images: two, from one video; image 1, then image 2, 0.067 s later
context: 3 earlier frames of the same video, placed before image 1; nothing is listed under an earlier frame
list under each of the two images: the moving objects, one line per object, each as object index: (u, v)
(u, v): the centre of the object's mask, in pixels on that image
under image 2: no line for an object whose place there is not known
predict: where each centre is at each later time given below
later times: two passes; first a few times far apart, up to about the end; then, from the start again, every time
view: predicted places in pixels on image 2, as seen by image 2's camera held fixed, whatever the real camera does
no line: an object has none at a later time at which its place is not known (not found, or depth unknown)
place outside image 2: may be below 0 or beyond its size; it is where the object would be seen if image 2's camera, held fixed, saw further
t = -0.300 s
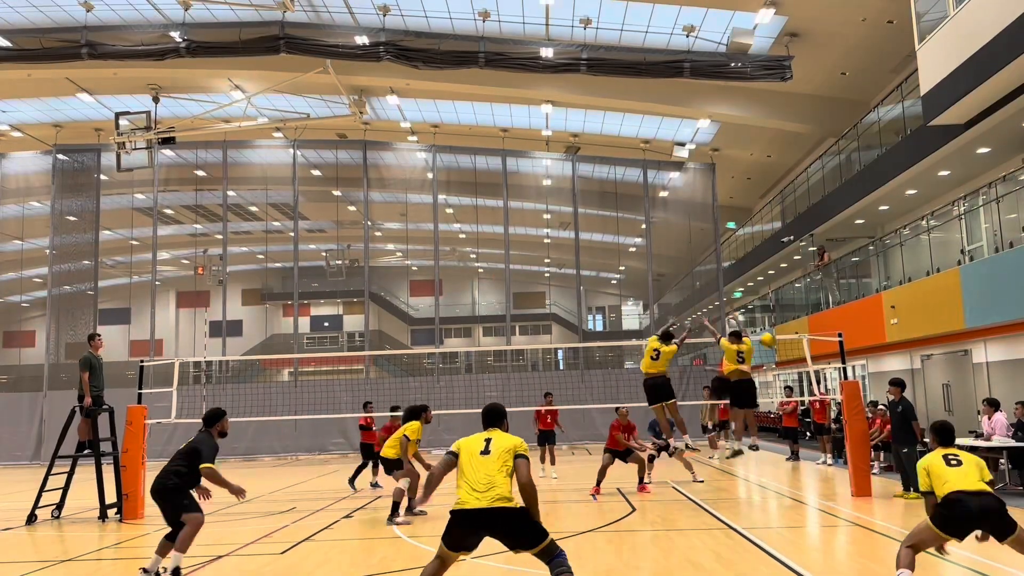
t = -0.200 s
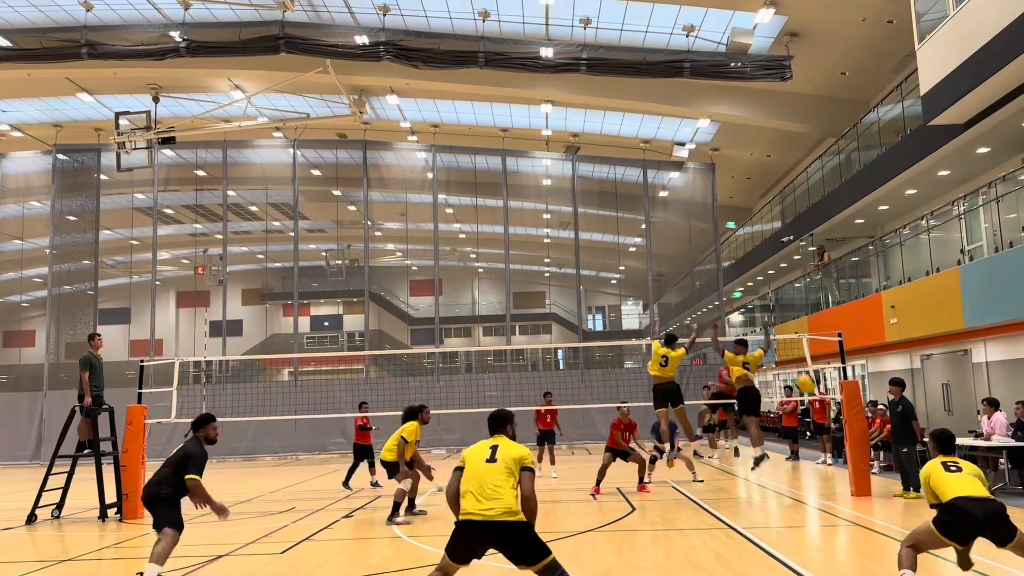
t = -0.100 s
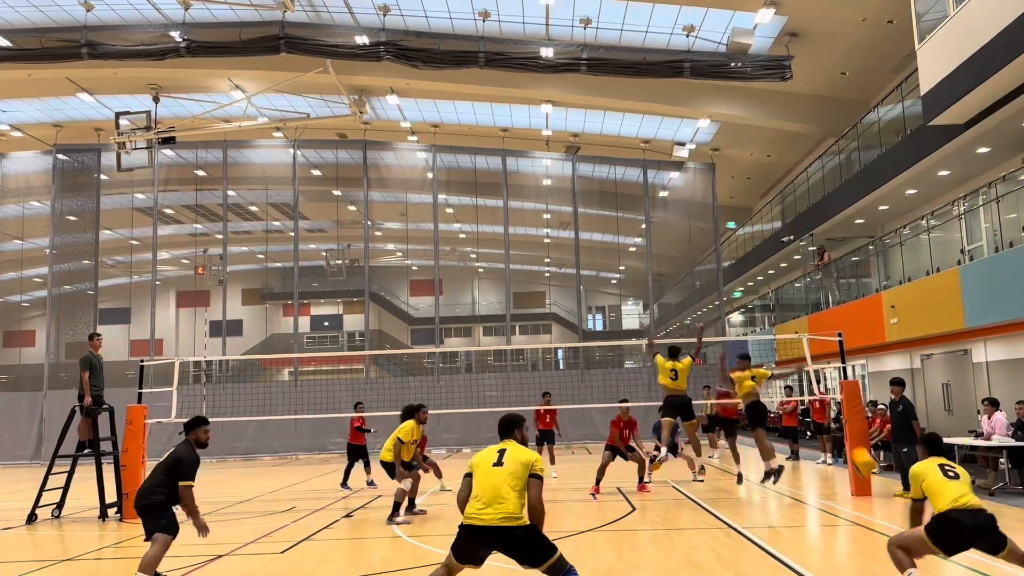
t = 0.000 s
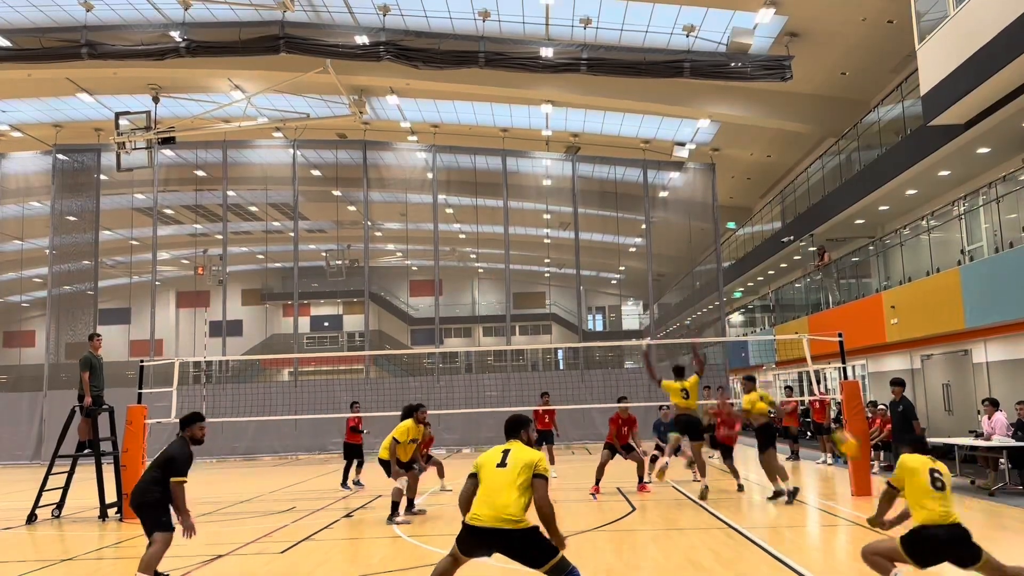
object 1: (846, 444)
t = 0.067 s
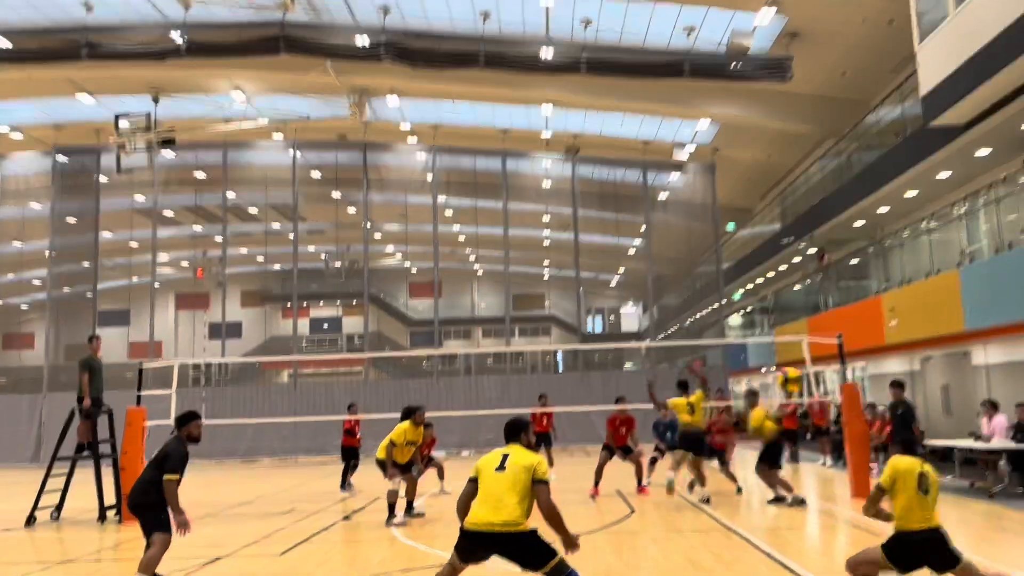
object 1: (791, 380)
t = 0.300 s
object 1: (642, 231)
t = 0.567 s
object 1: (527, 162)
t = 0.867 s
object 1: (431, 155)
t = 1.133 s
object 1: (364, 193)
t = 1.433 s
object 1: (303, 273)
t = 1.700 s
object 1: (257, 371)
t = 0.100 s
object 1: (765, 353)
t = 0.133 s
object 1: (740, 324)
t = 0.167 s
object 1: (718, 302)
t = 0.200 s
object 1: (698, 281)
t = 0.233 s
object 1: (678, 262)
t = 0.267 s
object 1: (661, 246)
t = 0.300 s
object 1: (642, 231)
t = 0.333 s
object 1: (625, 217)
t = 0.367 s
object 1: (610, 206)
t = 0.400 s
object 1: (595, 196)
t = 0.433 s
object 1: (579, 187)
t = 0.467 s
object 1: (566, 180)
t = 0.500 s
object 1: (552, 173)
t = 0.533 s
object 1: (540, 167)
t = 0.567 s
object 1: (527, 162)
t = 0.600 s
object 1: (515, 158)
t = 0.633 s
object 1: (503, 155)
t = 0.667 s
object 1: (492, 152)
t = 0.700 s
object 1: (481, 151)
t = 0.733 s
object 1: (471, 150)
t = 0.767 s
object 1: (460, 151)
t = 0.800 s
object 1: (450, 152)
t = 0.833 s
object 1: (441, 153)
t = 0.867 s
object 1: (431, 155)
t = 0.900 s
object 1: (422, 158)
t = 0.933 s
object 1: (413, 162)
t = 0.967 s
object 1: (404, 166)
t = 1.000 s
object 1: (397, 169)
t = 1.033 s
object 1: (388, 175)
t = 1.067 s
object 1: (379, 181)
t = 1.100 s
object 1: (372, 186)
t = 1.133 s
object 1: (364, 193)
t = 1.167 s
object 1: (356, 201)
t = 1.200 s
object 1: (348, 207)
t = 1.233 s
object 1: (343, 216)
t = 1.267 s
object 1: (335, 224)
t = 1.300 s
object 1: (329, 233)
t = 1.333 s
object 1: (322, 243)
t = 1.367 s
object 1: (315, 252)
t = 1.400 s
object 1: (309, 263)
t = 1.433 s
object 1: (303, 273)
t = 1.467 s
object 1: (297, 284)
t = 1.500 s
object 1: (291, 295)
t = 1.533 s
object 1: (284, 307)
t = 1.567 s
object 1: (279, 319)
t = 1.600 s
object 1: (273, 332)
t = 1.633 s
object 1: (268, 346)
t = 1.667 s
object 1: (262, 356)
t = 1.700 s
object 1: (257, 371)
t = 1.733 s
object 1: (252, 386)
